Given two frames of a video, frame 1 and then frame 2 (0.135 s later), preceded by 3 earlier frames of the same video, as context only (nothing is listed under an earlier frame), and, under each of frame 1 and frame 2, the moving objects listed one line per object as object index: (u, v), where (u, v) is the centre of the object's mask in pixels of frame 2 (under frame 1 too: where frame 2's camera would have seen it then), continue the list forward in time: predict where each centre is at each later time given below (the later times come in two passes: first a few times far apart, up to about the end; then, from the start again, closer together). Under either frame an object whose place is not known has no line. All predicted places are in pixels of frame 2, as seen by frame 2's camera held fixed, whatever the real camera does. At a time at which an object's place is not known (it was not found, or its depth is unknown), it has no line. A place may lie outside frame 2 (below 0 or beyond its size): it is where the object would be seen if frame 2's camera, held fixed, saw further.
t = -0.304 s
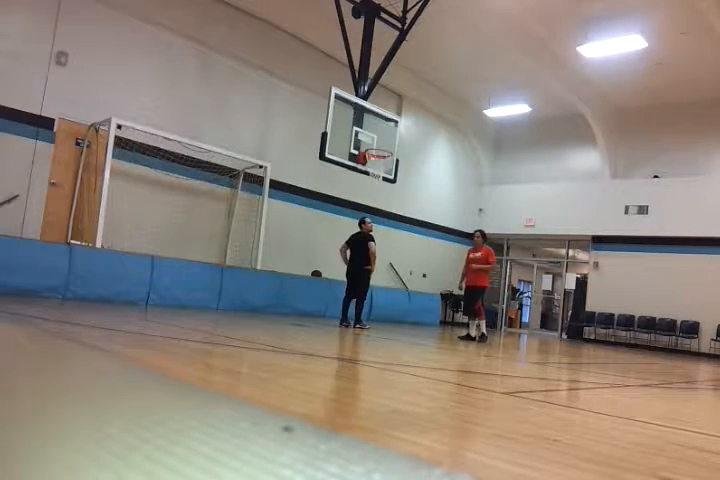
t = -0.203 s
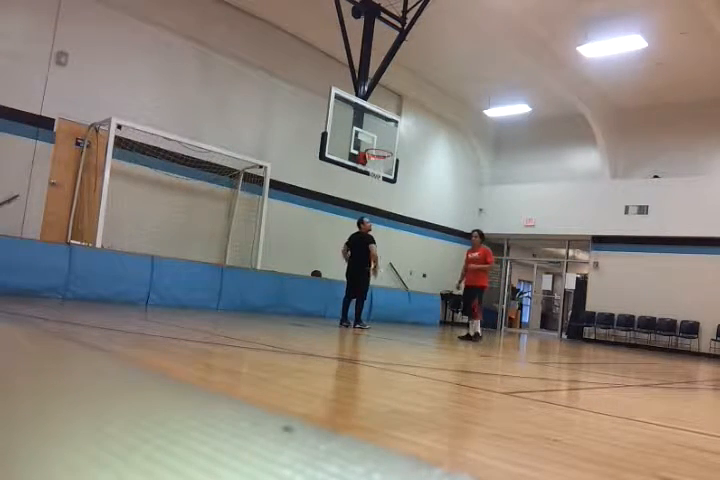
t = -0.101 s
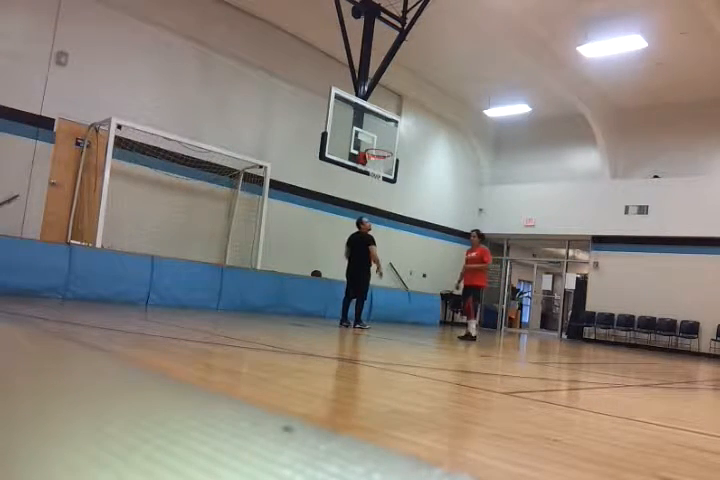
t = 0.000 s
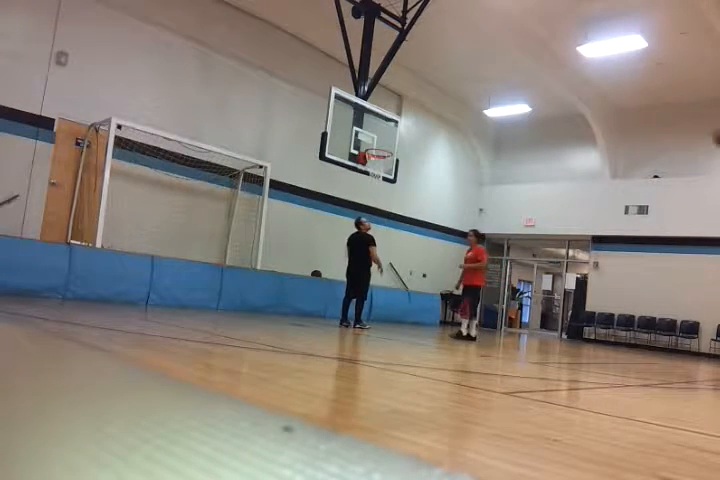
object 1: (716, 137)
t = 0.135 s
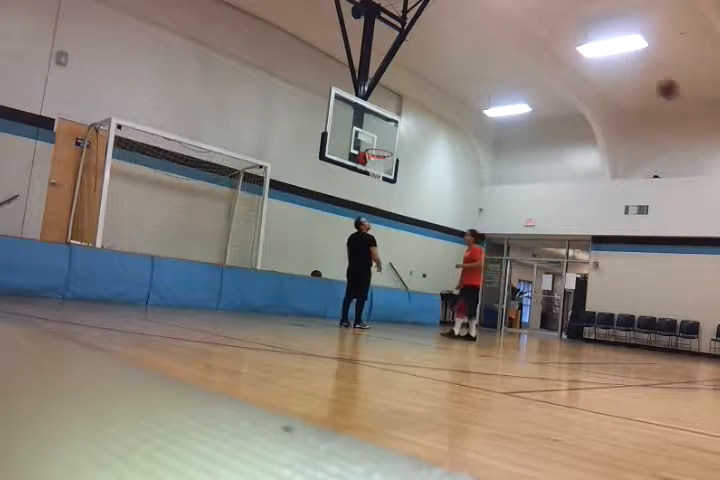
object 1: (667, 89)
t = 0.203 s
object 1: (642, 72)
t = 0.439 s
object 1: (557, 41)
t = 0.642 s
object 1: (495, 46)
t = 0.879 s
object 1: (431, 82)
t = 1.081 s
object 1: (381, 130)
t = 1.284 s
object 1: (378, 119)
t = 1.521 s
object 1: (396, 99)
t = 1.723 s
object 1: (409, 103)
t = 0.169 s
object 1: (655, 79)
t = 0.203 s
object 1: (642, 72)
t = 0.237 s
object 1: (629, 65)
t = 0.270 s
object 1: (617, 61)
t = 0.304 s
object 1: (603, 55)
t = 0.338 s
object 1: (592, 49)
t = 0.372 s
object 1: (578, 46)
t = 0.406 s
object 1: (568, 43)
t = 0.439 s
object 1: (557, 41)
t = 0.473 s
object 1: (547, 40)
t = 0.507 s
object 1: (536, 40)
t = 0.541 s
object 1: (526, 41)
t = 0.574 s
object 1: (516, 42)
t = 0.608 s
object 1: (505, 44)
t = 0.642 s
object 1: (495, 46)
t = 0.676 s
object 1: (486, 50)
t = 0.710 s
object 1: (477, 54)
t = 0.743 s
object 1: (468, 58)
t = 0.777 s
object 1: (458, 63)
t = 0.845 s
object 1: (439, 74)
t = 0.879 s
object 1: (431, 82)
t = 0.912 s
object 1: (422, 88)
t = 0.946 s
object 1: (413, 96)
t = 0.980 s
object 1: (405, 104)
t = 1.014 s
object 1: (397, 111)
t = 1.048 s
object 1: (390, 122)
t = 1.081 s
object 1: (381, 130)
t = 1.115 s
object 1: (374, 139)
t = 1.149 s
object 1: (365, 143)
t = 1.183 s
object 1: (368, 137)
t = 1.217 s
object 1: (372, 130)
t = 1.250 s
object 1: (375, 124)
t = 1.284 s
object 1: (378, 119)
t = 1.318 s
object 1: (381, 114)
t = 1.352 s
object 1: (383, 111)
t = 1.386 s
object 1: (386, 106)
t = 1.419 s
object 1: (388, 103)
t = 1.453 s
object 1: (391, 102)
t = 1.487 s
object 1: (394, 100)
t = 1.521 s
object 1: (396, 99)
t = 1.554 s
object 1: (398, 98)
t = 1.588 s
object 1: (400, 97)
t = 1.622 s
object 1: (404, 99)
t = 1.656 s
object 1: (405, 99)
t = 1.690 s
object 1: (407, 101)
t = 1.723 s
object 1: (409, 103)
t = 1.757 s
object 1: (412, 107)
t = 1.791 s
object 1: (414, 110)
